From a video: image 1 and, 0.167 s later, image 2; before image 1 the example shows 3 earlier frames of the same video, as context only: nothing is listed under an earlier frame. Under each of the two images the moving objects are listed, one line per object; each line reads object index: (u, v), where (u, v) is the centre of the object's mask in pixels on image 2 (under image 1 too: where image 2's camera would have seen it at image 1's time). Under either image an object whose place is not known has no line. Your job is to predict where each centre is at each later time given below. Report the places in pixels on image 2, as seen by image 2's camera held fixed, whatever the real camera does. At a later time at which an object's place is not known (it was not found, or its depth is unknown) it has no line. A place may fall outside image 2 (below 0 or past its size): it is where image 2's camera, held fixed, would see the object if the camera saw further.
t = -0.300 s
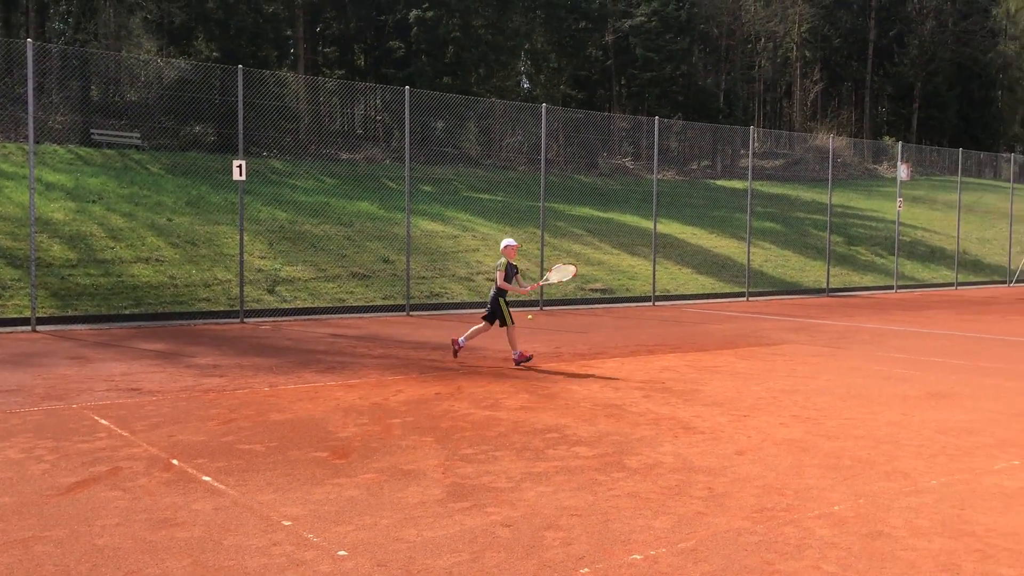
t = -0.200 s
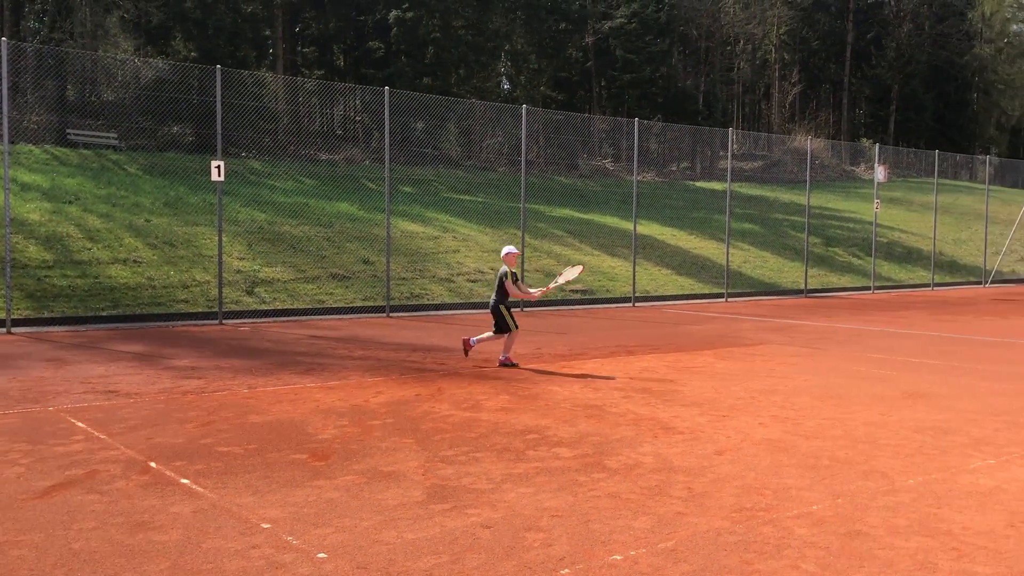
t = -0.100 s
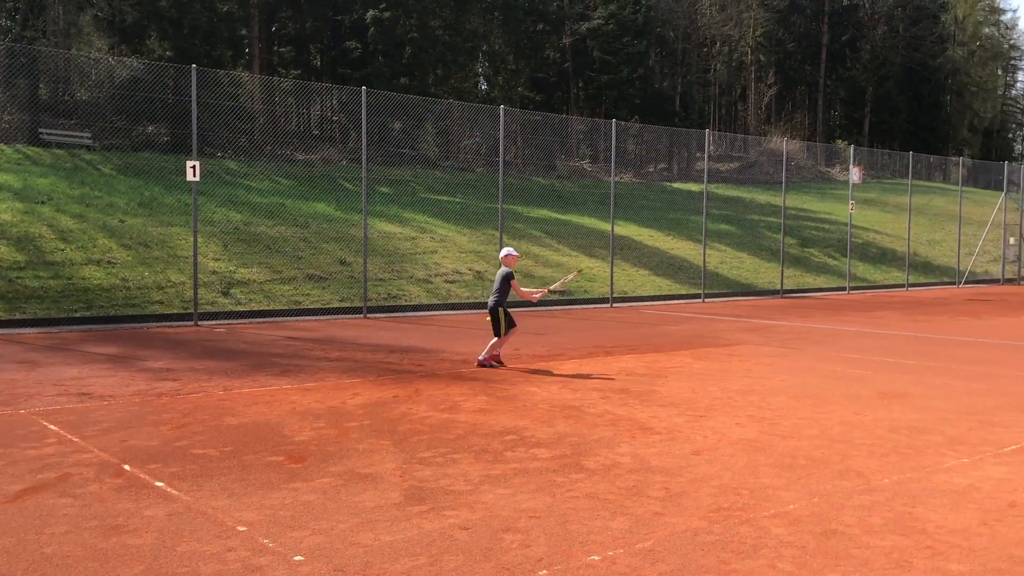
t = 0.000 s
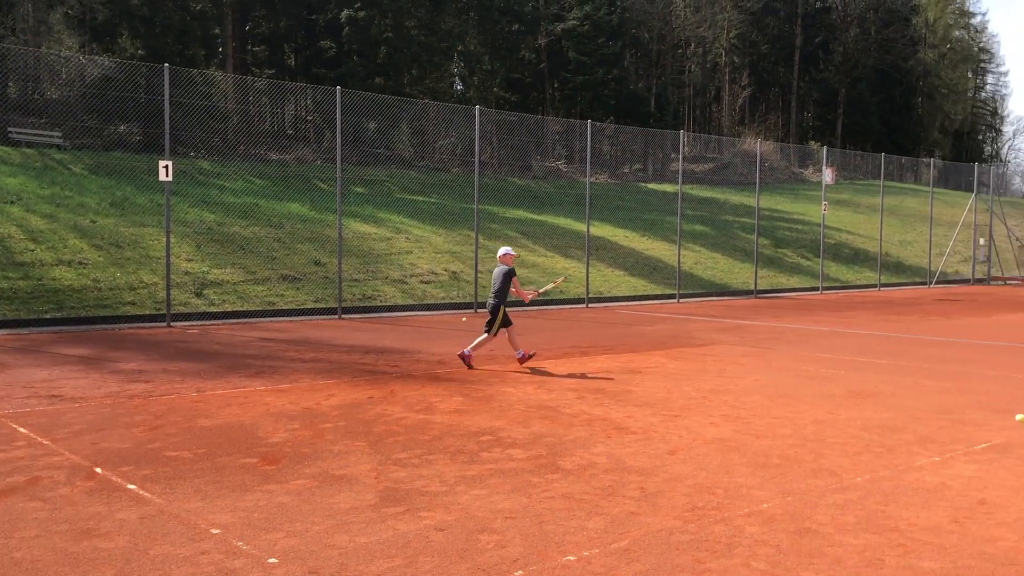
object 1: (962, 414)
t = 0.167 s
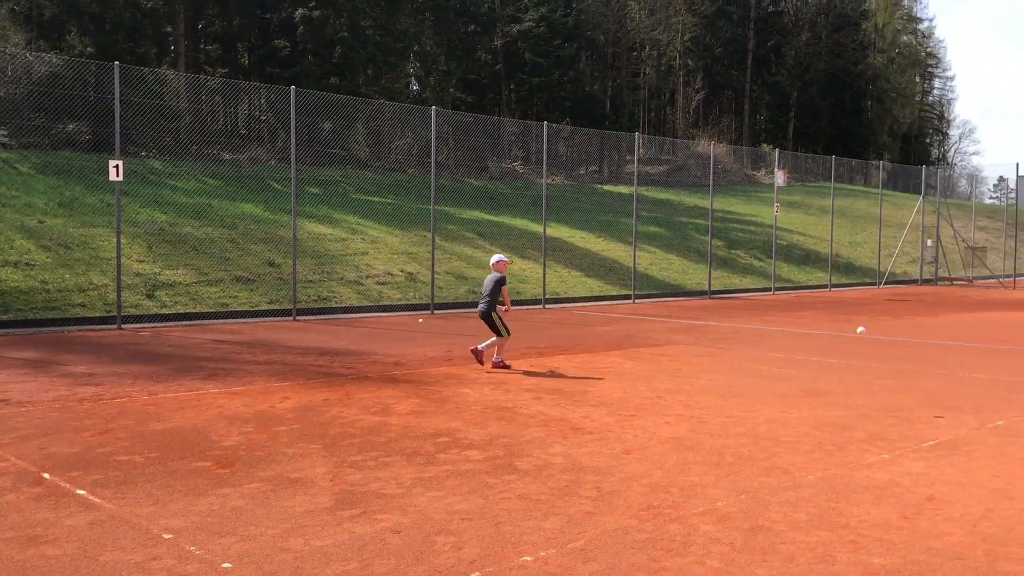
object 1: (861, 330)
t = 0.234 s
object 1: (823, 309)
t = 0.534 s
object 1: (681, 284)
